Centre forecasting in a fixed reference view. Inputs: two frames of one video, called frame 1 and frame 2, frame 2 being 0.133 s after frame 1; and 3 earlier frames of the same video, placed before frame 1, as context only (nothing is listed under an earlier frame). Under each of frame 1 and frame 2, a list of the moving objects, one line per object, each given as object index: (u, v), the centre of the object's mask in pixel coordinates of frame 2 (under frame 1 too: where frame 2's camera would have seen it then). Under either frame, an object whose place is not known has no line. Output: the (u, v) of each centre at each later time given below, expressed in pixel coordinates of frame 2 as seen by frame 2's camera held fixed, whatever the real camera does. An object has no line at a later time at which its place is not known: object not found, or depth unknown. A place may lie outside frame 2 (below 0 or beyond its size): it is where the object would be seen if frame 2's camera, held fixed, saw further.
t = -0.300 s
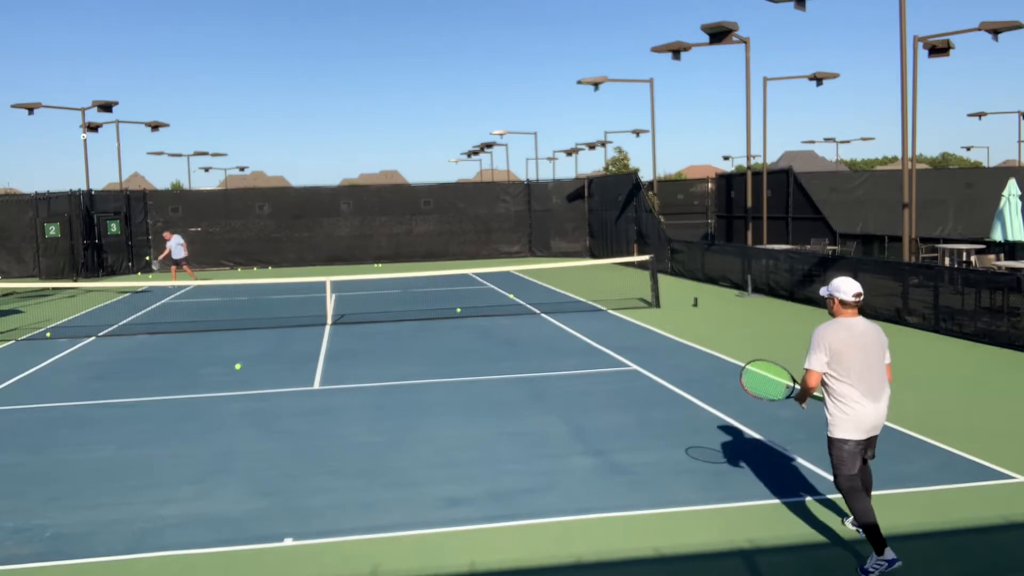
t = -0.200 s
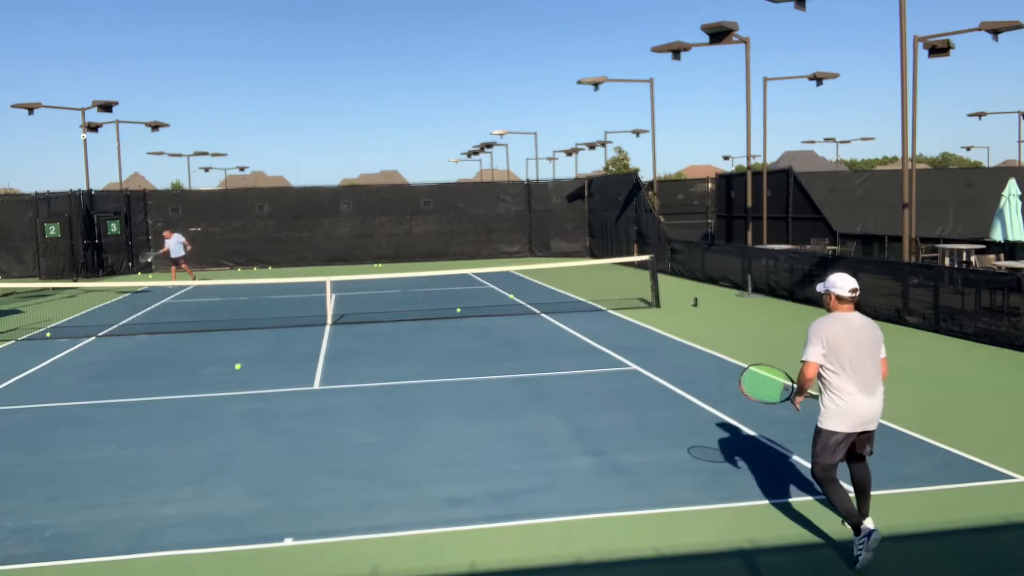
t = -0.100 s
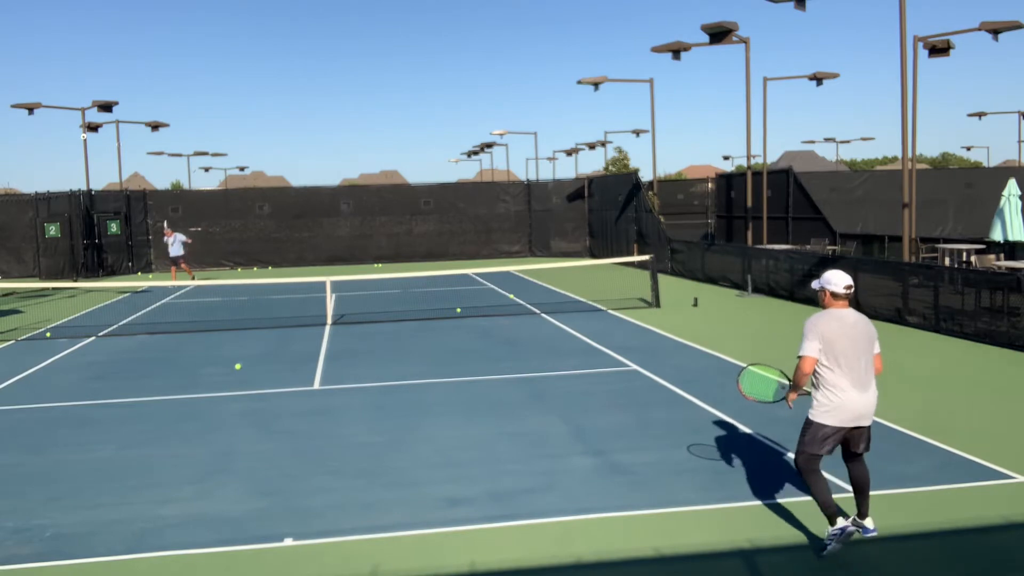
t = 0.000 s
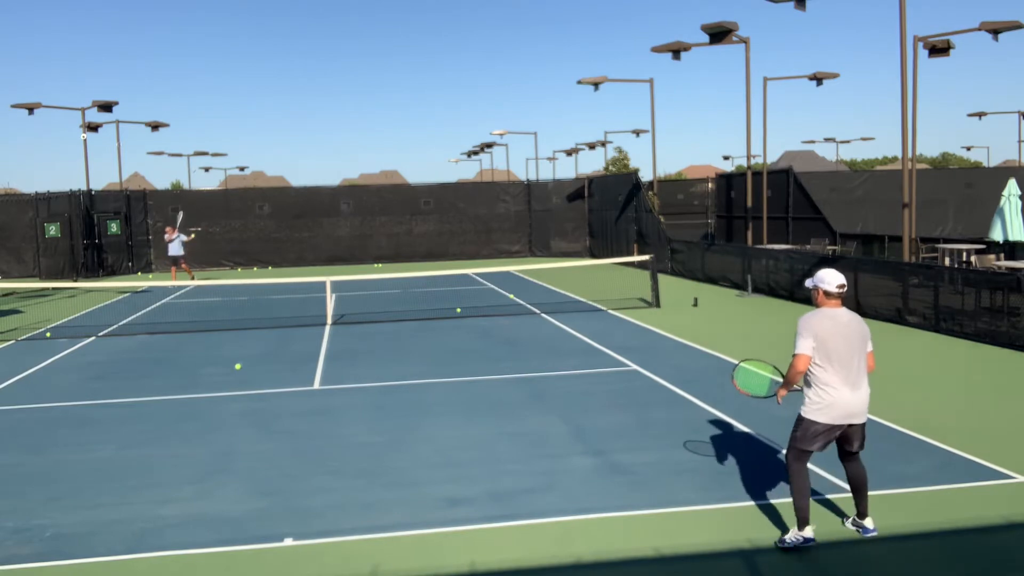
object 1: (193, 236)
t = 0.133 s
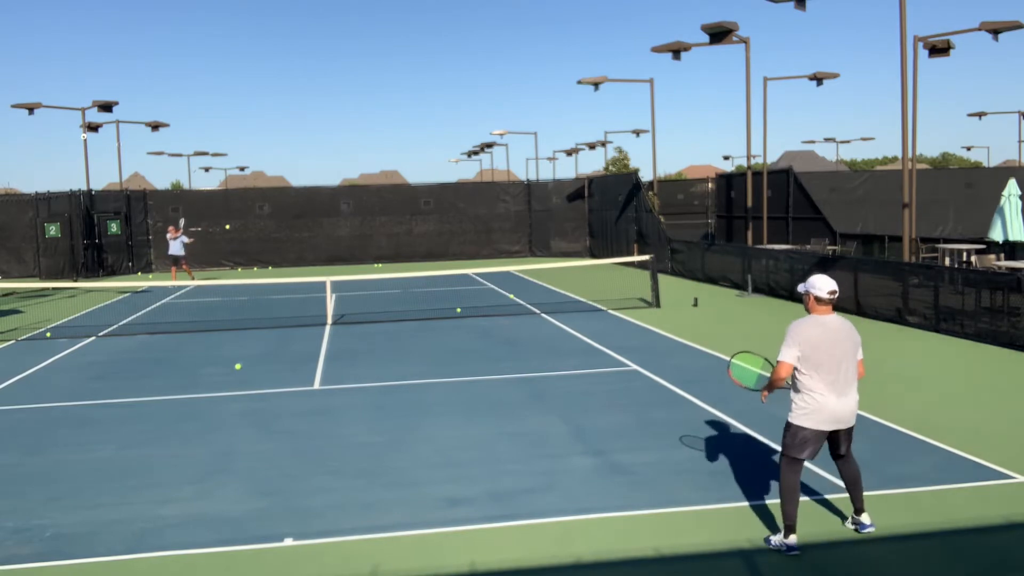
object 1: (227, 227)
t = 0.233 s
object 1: (257, 225)
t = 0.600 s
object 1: (400, 271)
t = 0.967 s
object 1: (587, 337)
